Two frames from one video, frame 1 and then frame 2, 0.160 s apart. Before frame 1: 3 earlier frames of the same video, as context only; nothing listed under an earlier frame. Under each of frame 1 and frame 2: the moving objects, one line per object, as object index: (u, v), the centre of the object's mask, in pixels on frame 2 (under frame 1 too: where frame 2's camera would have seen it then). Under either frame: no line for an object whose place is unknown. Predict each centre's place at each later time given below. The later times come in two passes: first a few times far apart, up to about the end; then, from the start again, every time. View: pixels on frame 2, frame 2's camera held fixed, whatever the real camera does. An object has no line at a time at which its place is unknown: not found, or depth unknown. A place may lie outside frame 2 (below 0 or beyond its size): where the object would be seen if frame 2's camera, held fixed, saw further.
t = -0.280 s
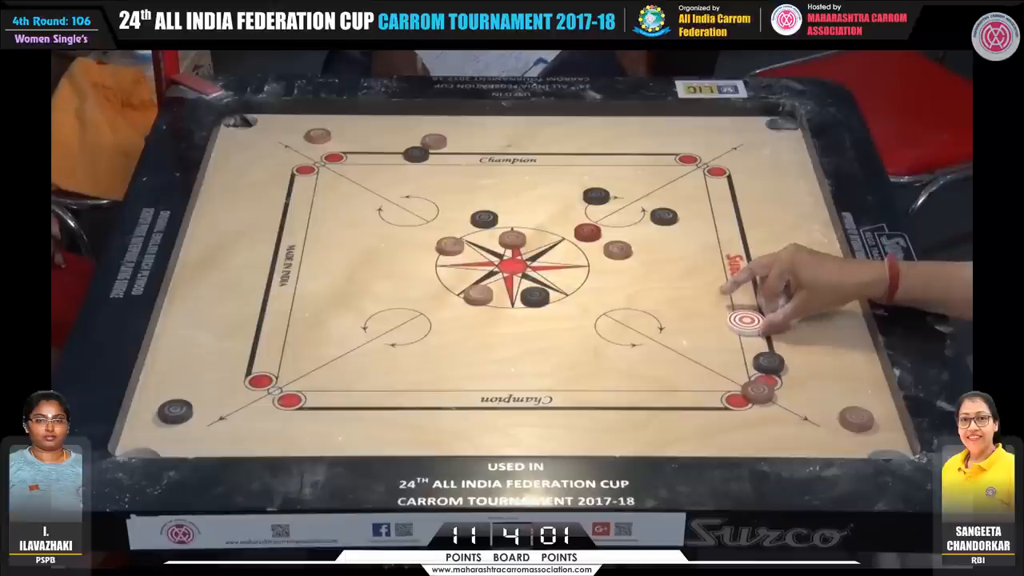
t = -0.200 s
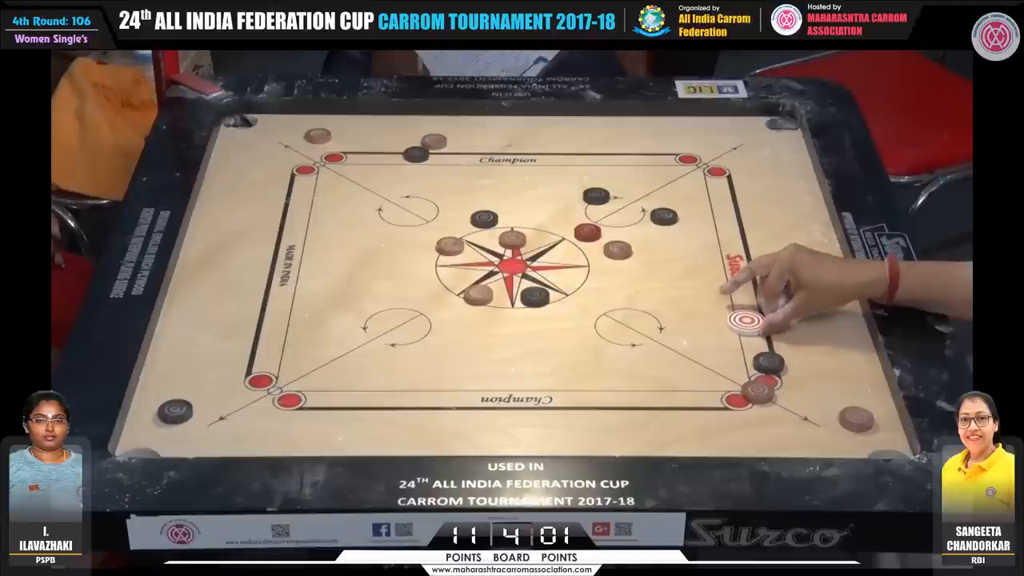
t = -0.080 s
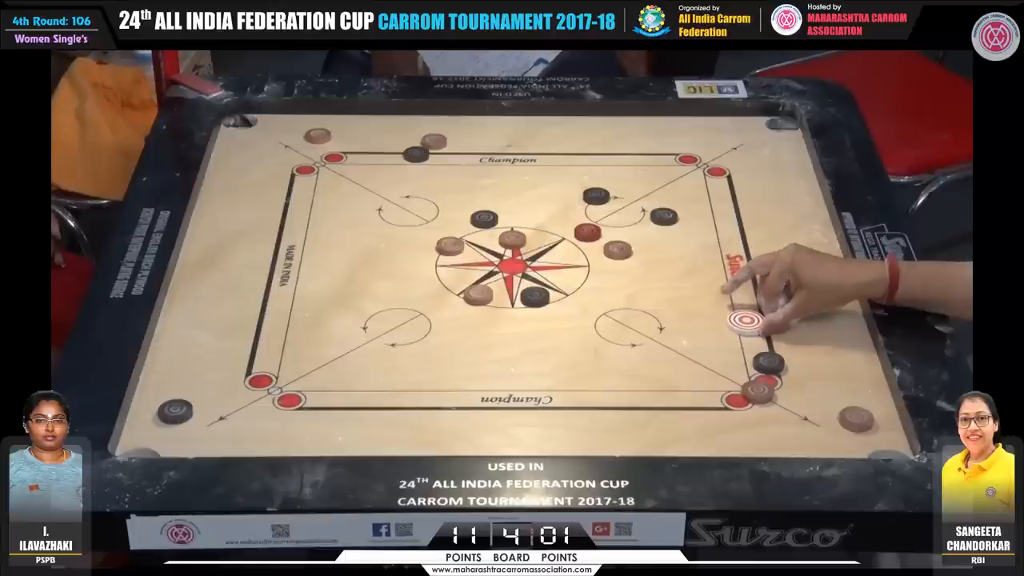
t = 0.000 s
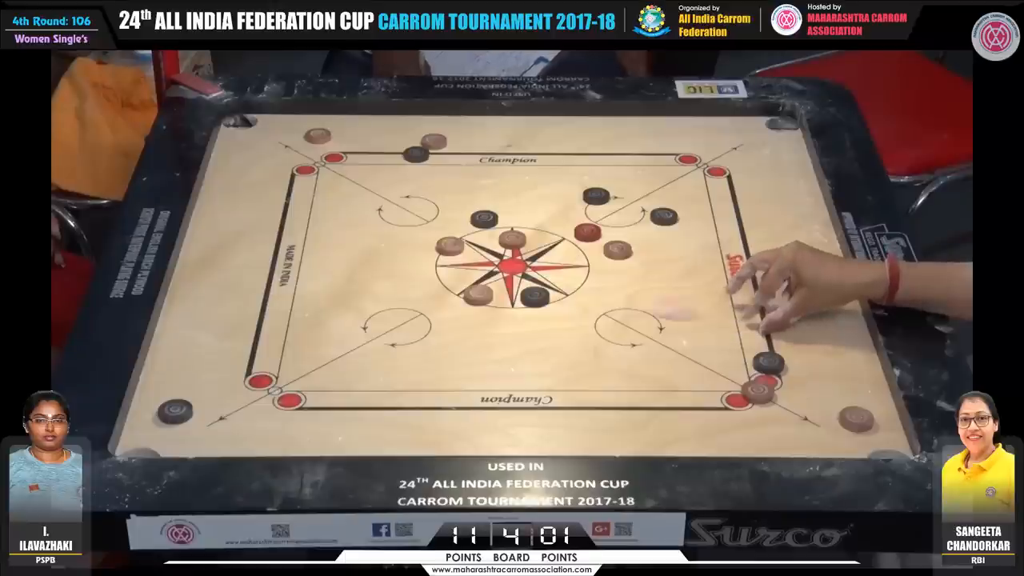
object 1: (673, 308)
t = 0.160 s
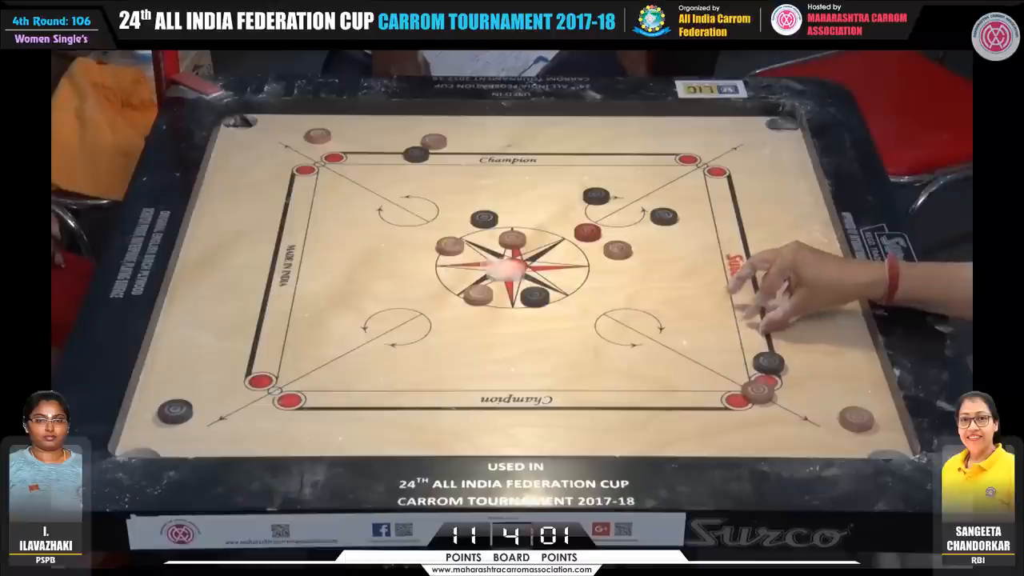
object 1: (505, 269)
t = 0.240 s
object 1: (438, 263)
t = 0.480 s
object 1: (311, 255)
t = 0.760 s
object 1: (245, 250)
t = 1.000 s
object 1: (241, 250)
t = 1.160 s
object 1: (241, 250)
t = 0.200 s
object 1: (469, 263)
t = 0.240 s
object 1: (438, 263)
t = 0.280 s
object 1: (409, 261)
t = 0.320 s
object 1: (384, 263)
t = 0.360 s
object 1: (360, 259)
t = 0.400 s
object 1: (344, 259)
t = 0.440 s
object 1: (326, 257)
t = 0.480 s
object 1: (311, 255)
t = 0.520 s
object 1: (294, 254)
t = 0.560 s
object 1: (284, 253)
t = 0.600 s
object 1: (275, 252)
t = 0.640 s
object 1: (262, 252)
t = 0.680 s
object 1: (256, 251)
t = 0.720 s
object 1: (249, 251)
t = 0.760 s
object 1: (245, 250)
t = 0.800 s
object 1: (242, 250)
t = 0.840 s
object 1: (241, 250)
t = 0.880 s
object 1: (241, 250)
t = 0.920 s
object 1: (241, 250)
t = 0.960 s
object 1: (241, 250)
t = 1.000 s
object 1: (241, 250)
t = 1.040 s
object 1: (241, 250)
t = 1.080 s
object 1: (241, 250)
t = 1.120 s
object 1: (241, 250)
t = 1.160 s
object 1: (241, 250)
